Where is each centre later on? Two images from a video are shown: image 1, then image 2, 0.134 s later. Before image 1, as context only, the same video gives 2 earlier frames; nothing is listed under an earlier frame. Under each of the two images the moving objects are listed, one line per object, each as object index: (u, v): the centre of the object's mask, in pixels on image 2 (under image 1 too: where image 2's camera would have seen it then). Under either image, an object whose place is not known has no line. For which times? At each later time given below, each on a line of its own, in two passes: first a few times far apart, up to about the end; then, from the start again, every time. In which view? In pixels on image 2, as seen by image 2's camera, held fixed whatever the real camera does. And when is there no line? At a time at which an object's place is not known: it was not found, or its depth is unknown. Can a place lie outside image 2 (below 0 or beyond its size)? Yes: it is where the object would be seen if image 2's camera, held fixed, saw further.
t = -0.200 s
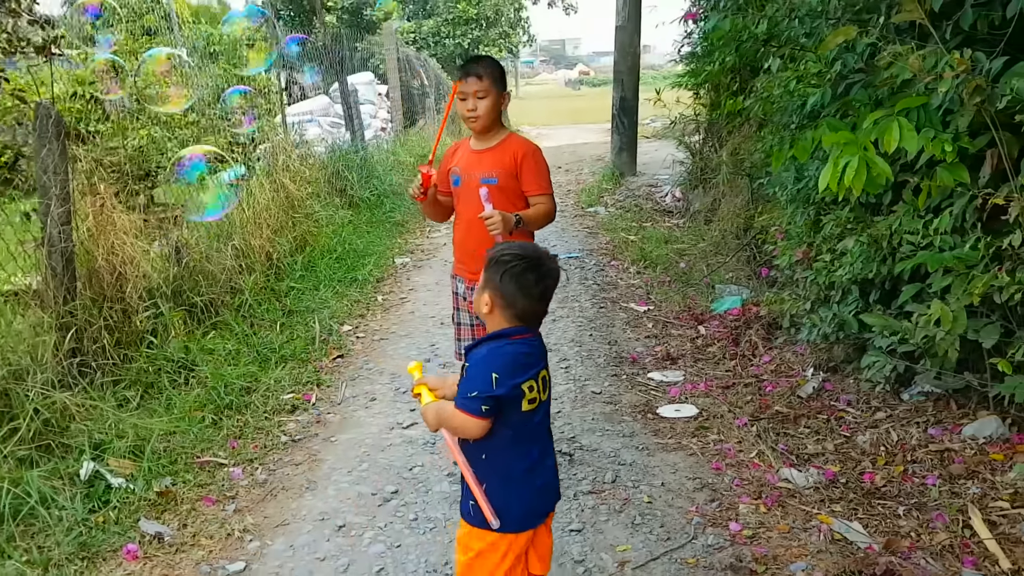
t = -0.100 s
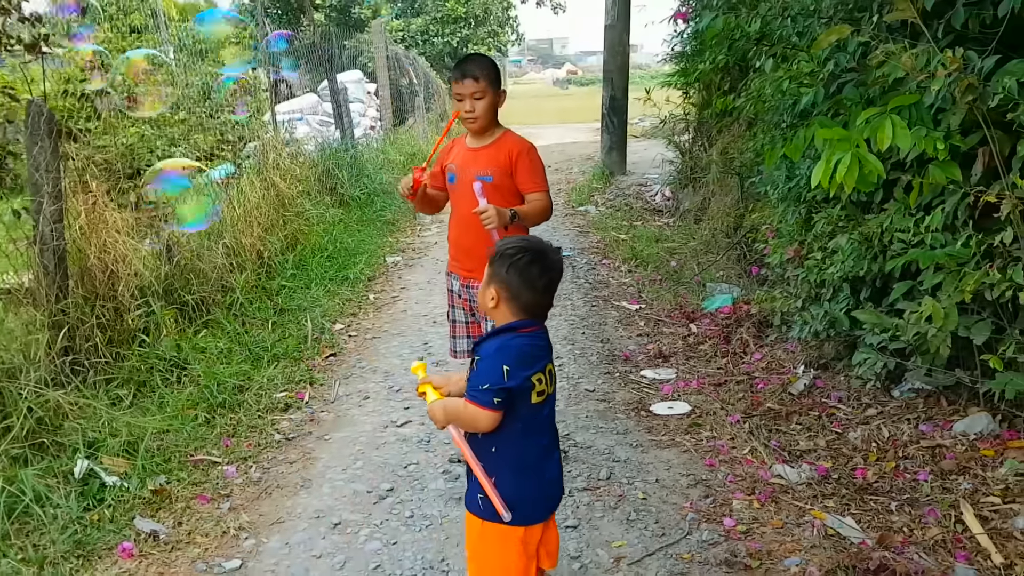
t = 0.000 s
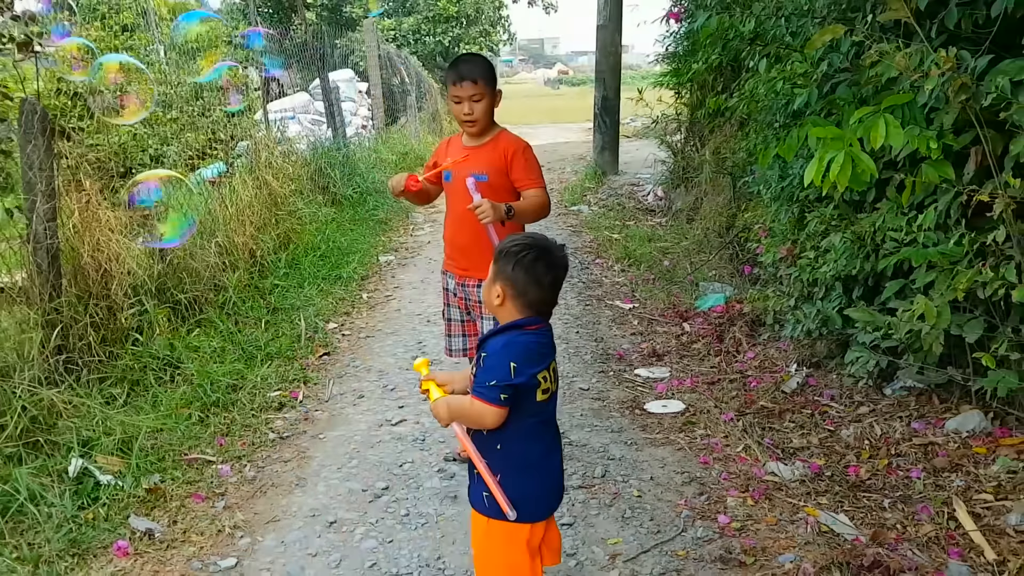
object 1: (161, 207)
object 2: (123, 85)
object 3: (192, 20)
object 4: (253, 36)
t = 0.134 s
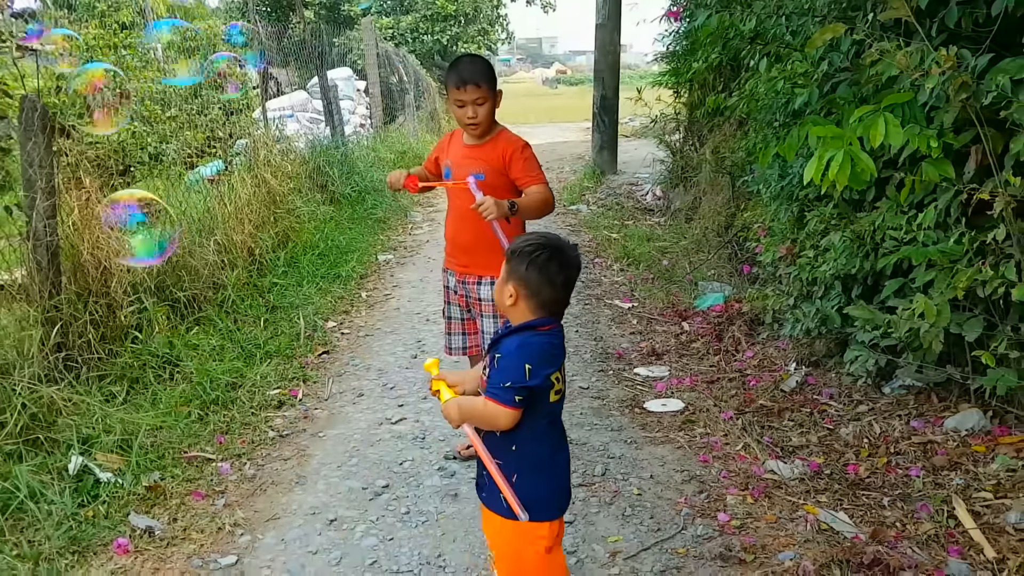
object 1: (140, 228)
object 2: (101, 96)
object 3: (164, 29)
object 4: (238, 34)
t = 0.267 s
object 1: (111, 254)
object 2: (70, 119)
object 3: (134, 42)
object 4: (221, 33)
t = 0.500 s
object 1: (56, 305)
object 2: (18, 169)
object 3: (76, 75)
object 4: (195, 37)
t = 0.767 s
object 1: (1, 366)
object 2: (-23, 233)
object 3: (16, 118)
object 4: (174, 38)
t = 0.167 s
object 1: (133, 234)
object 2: (95, 102)
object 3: (160, 31)
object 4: (234, 33)
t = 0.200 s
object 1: (124, 240)
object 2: (86, 107)
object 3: (152, 34)
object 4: (237, 34)
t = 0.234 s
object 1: (118, 246)
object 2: (78, 113)
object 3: (143, 36)
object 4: (226, 33)
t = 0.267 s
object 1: (111, 254)
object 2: (70, 119)
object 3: (134, 42)
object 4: (221, 33)
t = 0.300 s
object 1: (102, 260)
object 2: (62, 125)
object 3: (125, 49)
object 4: (213, 35)
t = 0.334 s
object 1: (93, 267)
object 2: (55, 131)
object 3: (115, 52)
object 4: (214, 34)
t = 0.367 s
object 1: (87, 274)
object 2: (50, 138)
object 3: (109, 56)
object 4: (211, 35)
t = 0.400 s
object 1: (80, 281)
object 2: (41, 146)
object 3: (101, 59)
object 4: (207, 34)
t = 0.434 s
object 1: (72, 288)
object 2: (32, 153)
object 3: (90, 63)
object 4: (197, 36)
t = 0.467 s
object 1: (65, 296)
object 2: (25, 161)
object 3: (81, 68)
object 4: (196, 36)
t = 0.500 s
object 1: (56, 305)
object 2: (18, 169)
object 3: (76, 75)
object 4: (195, 37)
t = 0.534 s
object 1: (49, 312)
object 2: (12, 178)
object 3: (69, 79)
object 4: (191, 37)
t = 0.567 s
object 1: (42, 319)
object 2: (8, 185)
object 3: (62, 82)
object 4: (188, 37)
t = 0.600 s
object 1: (35, 326)
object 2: (2, 193)
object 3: (54, 88)
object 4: (185, 36)
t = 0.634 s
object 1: (29, 335)
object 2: (-4, 201)
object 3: (42, 93)
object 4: (182, 37)
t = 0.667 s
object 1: (20, 342)
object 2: (-10, 211)
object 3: (37, 99)
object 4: (182, 38)
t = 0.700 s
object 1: (13, 350)
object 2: (-14, 219)
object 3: (28, 106)
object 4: (178, 38)
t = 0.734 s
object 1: (7, 358)
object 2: (-19, 226)
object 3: (21, 112)
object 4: (176, 38)
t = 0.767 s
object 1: (1, 366)
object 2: (-23, 233)
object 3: (16, 118)
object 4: (174, 38)
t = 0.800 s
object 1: (-5, 374)
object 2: (-29, 241)
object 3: (10, 123)
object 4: (170, 39)
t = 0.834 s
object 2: (-34, 250)
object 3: (2, 128)
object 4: (170, 40)
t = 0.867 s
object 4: (169, 39)
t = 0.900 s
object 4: (167, 39)
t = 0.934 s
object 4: (165, 39)
